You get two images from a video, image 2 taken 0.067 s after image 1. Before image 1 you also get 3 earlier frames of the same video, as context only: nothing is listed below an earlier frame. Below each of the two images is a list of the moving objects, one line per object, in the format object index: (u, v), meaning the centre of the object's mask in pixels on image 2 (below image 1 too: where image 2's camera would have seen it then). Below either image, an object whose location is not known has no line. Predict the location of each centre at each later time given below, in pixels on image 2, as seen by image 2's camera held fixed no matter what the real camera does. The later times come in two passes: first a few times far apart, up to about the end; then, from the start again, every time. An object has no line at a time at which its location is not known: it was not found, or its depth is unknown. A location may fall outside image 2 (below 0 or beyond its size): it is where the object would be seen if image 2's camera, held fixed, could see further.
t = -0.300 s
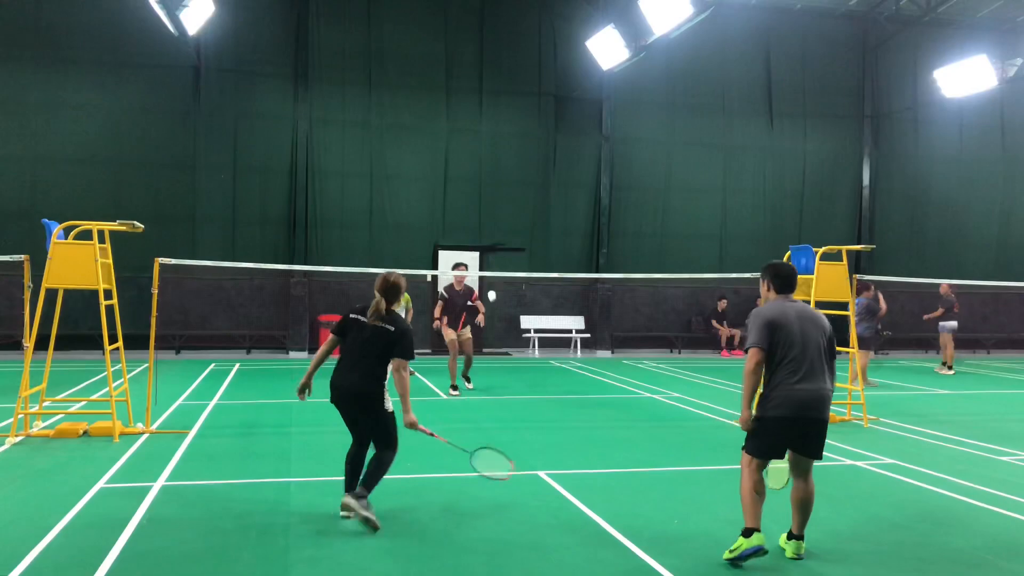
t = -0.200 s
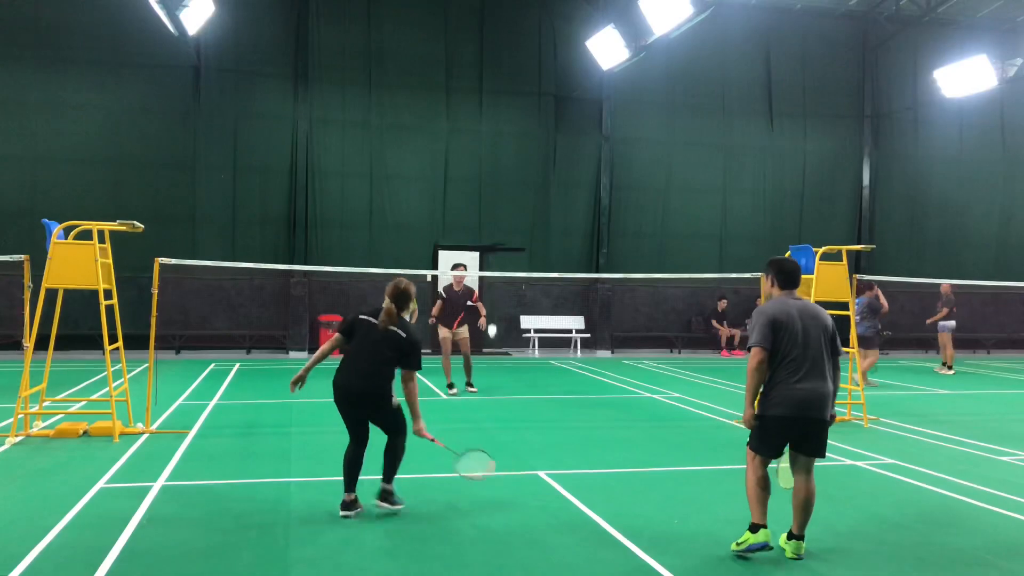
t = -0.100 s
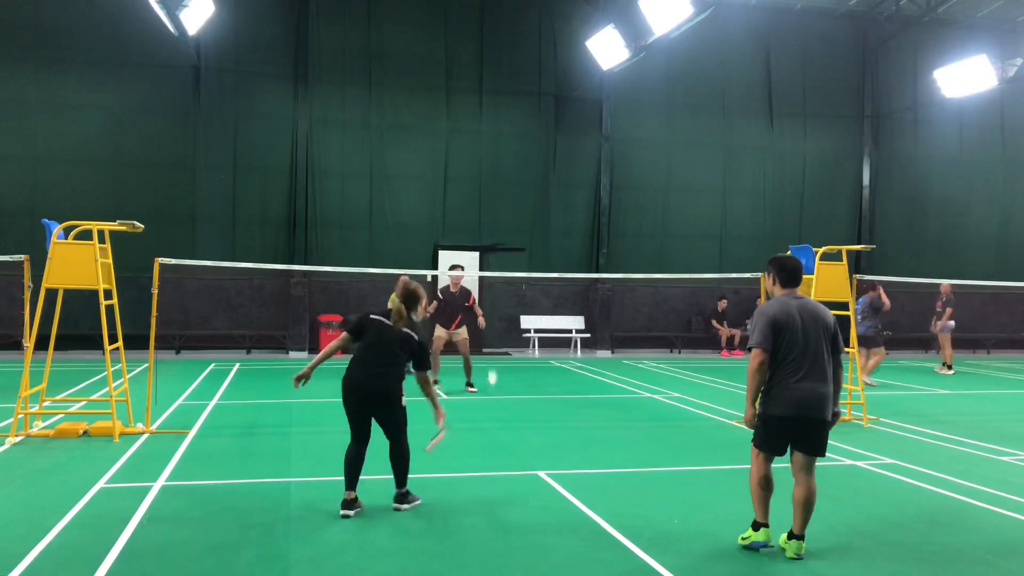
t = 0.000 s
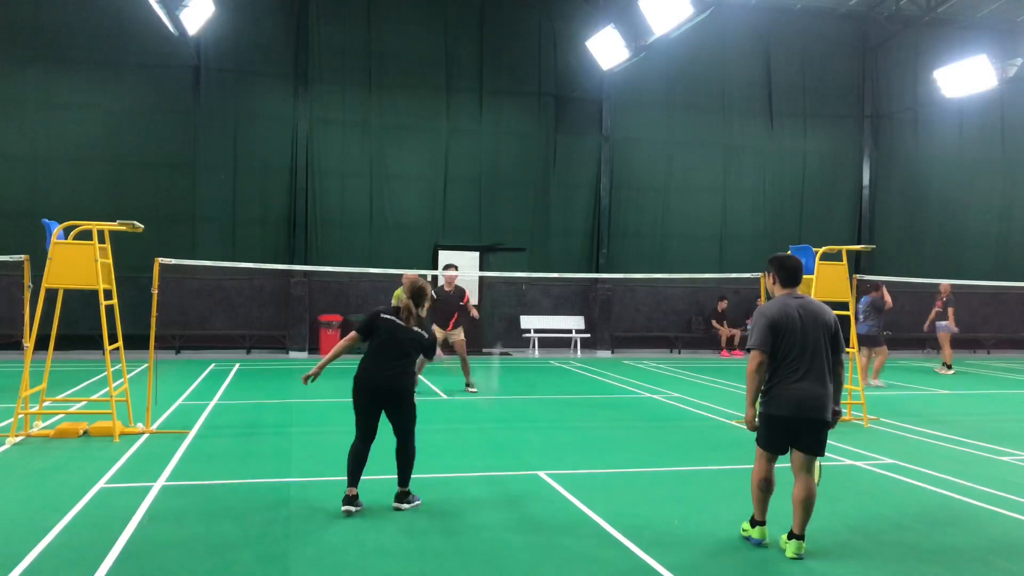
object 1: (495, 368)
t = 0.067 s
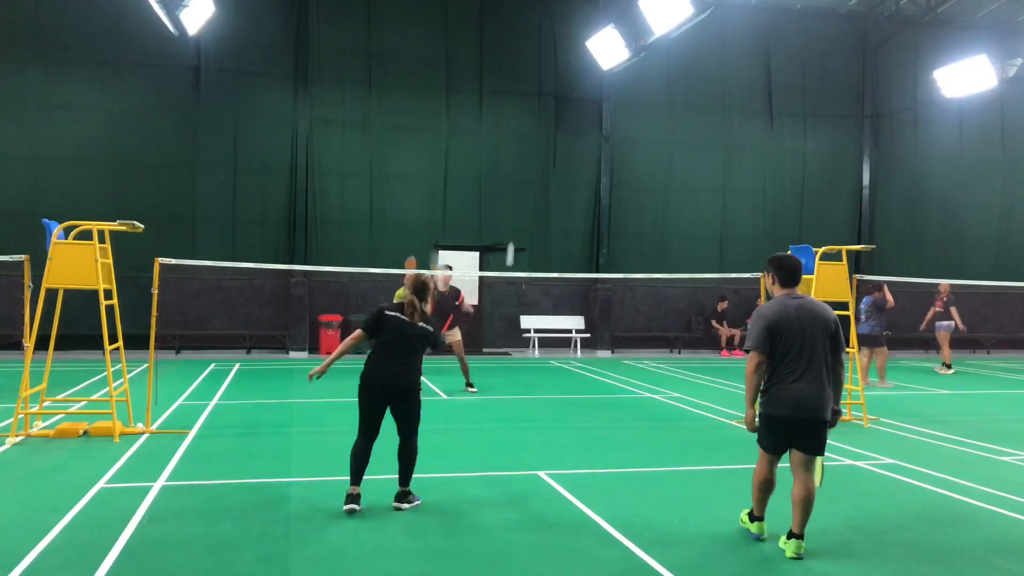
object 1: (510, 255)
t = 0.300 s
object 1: (526, 125)
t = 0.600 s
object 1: (535, 107)
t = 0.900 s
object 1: (542, 146)
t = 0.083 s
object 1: (511, 237)
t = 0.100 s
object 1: (514, 221)
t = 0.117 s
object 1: (515, 207)
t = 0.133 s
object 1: (517, 194)
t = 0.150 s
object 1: (518, 183)
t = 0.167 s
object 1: (520, 174)
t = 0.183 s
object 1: (521, 165)
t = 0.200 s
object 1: (522, 157)
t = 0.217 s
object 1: (522, 150)
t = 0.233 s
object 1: (523, 144)
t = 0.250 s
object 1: (524, 139)
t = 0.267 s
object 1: (525, 134)
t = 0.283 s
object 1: (526, 129)
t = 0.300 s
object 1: (526, 125)
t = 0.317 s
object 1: (527, 122)
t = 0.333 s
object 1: (528, 119)
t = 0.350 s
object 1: (529, 116)
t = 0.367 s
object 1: (529, 113)
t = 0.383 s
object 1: (530, 111)
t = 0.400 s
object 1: (530, 110)
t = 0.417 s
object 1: (531, 109)
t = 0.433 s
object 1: (532, 107)
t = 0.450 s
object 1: (532, 106)
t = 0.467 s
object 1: (532, 105)
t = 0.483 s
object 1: (532, 105)
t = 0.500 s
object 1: (533, 105)
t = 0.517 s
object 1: (533, 105)
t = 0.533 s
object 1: (534, 105)
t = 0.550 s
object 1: (534, 105)
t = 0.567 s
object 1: (535, 106)
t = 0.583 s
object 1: (535, 106)
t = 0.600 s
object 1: (535, 107)
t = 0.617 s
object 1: (536, 108)
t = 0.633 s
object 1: (536, 109)
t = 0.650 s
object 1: (537, 111)
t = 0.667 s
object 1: (537, 112)
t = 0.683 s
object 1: (537, 114)
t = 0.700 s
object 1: (538, 115)
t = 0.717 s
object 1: (538, 117)
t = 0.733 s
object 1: (539, 119)
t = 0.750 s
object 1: (539, 122)
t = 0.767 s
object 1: (539, 124)
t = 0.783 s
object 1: (540, 126)
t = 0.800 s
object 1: (540, 128)
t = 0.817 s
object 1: (541, 131)
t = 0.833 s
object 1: (541, 134)
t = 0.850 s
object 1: (541, 137)
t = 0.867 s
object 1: (542, 140)
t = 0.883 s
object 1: (542, 143)
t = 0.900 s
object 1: (542, 146)
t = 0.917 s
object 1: (543, 149)
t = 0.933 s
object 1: (543, 153)
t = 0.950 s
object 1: (543, 156)
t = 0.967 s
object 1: (544, 160)
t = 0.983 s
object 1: (544, 163)
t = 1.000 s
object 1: (545, 167)
